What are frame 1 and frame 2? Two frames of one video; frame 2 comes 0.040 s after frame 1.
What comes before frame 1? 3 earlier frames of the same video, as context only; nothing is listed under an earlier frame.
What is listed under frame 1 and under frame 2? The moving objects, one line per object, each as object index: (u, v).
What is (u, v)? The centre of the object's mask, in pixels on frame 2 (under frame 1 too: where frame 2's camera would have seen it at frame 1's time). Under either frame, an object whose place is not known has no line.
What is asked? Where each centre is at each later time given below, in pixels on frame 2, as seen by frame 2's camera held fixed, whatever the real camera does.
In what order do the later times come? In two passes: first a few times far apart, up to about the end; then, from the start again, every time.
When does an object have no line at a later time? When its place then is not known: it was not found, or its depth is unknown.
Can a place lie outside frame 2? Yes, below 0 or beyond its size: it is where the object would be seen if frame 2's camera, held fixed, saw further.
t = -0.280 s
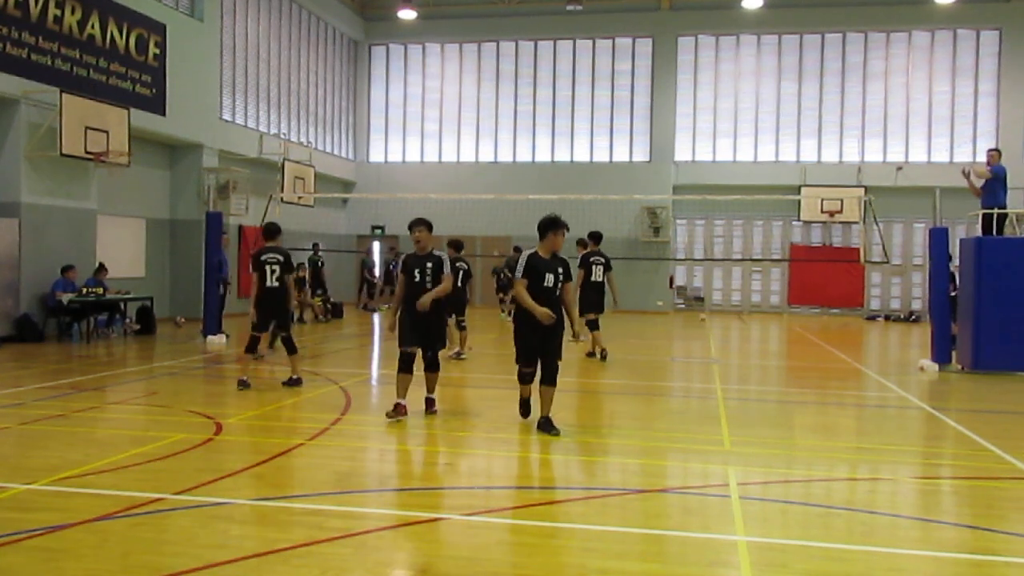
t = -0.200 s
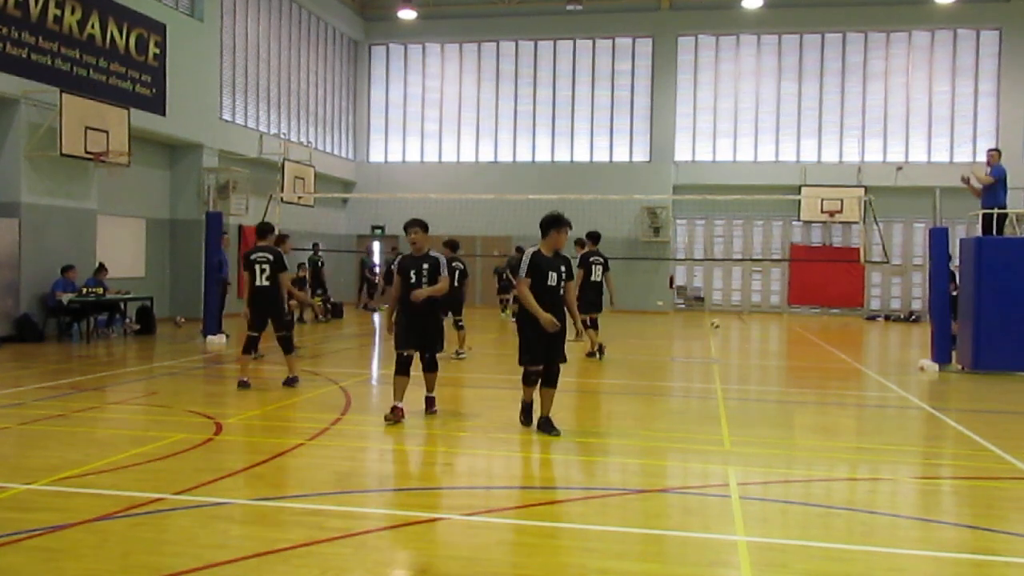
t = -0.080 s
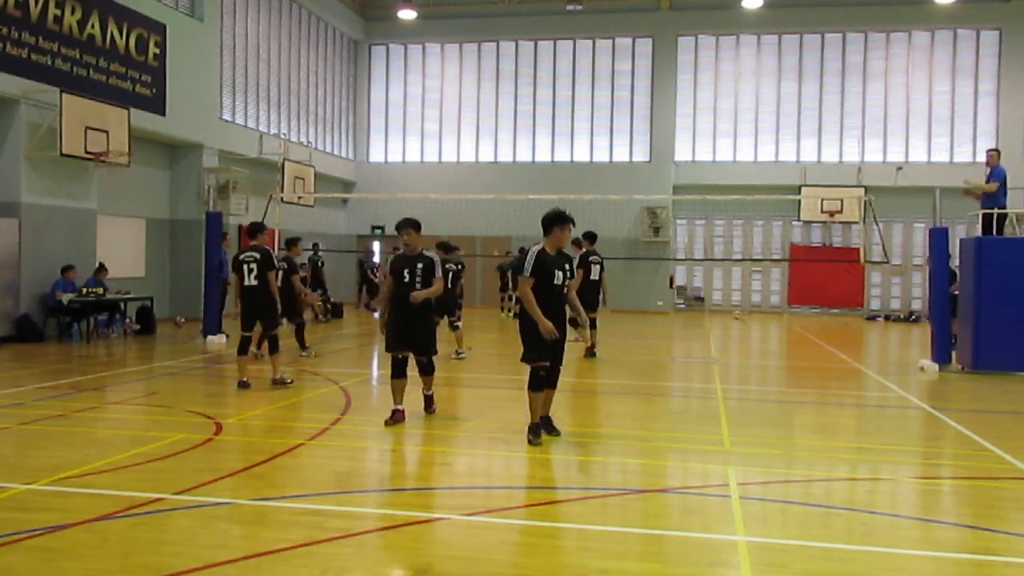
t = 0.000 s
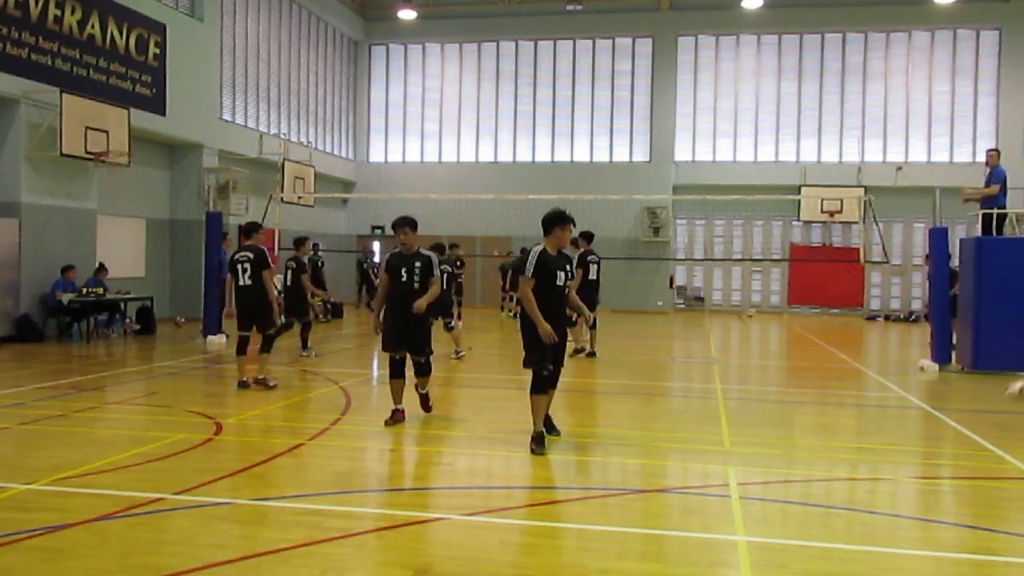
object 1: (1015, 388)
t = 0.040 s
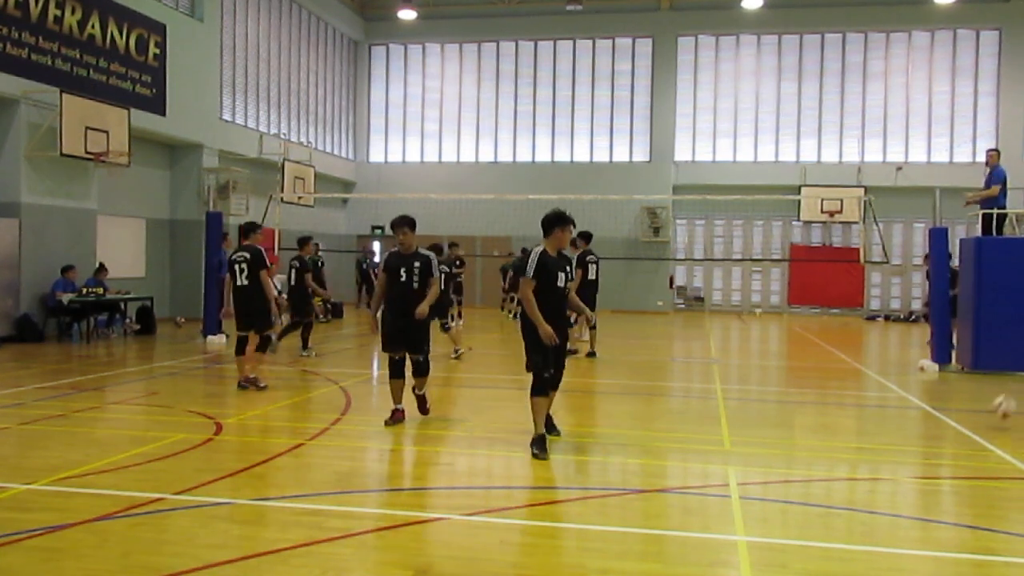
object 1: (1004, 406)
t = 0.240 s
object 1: (952, 374)
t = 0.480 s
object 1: (886, 370)
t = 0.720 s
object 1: (812, 441)
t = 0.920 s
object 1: (745, 394)
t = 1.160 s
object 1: (654, 415)
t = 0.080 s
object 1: (991, 414)
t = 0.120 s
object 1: (981, 402)
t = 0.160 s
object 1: (971, 391)
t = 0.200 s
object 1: (961, 381)
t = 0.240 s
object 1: (952, 374)
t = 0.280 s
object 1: (941, 369)
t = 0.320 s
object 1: (930, 366)
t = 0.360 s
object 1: (920, 362)
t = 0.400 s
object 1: (911, 364)
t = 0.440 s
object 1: (897, 366)
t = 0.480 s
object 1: (886, 370)
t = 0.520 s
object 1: (874, 376)
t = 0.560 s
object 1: (863, 386)
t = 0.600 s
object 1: (849, 396)
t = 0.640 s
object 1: (837, 410)
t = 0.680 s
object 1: (823, 427)
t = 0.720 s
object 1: (812, 441)
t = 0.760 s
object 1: (799, 427)
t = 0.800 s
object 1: (786, 415)
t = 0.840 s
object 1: (772, 406)
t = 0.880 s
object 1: (759, 399)
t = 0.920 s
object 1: (745, 394)
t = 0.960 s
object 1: (730, 391)
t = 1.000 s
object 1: (715, 391)
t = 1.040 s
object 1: (701, 393)
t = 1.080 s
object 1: (686, 398)
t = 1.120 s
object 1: (669, 404)
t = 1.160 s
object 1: (654, 415)
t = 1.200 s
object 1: (638, 427)
